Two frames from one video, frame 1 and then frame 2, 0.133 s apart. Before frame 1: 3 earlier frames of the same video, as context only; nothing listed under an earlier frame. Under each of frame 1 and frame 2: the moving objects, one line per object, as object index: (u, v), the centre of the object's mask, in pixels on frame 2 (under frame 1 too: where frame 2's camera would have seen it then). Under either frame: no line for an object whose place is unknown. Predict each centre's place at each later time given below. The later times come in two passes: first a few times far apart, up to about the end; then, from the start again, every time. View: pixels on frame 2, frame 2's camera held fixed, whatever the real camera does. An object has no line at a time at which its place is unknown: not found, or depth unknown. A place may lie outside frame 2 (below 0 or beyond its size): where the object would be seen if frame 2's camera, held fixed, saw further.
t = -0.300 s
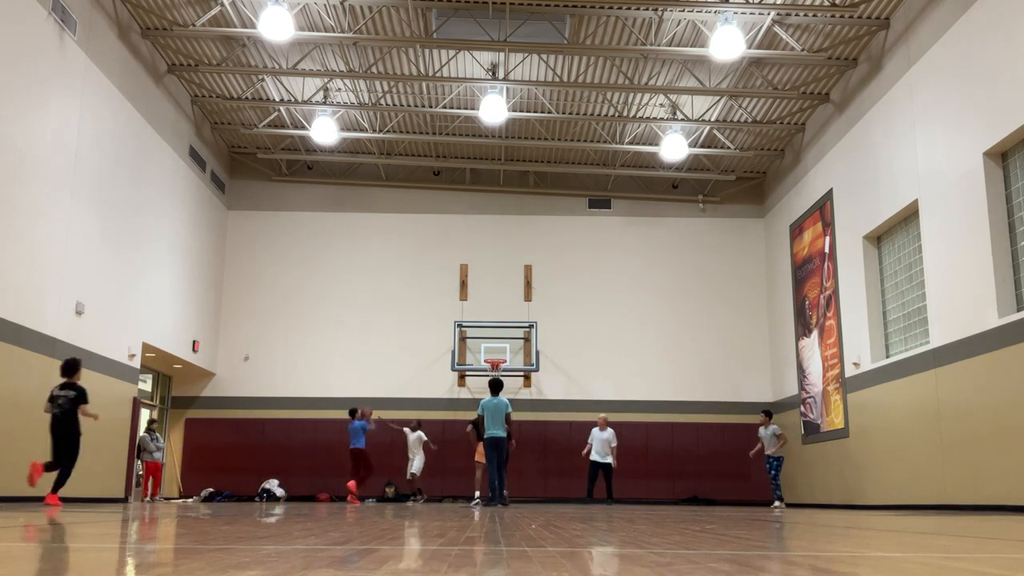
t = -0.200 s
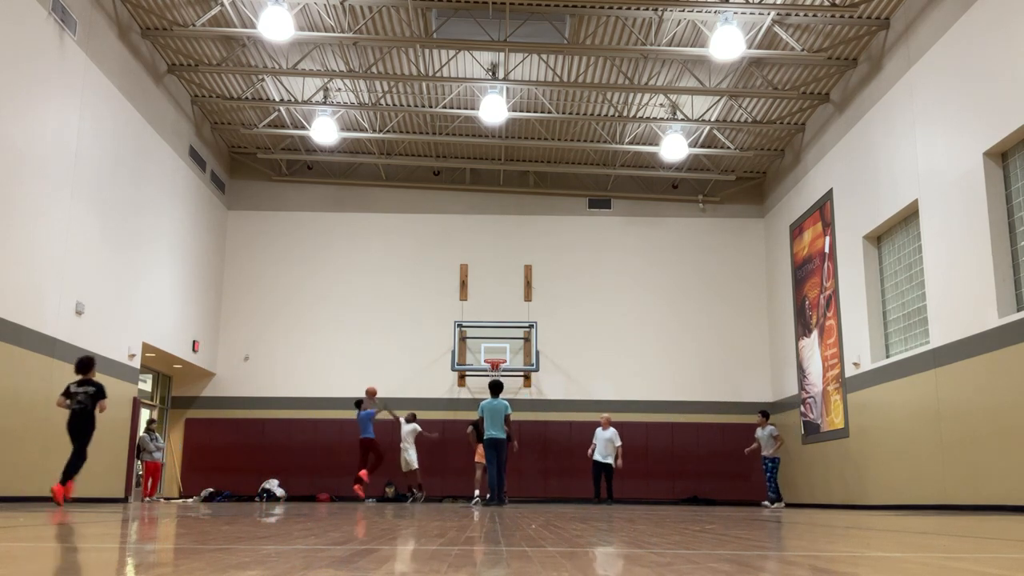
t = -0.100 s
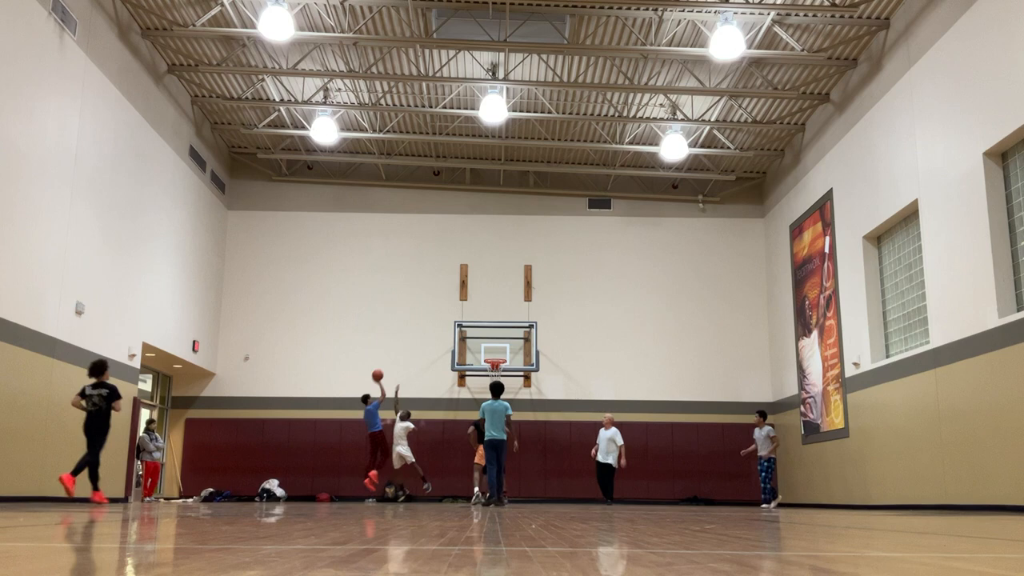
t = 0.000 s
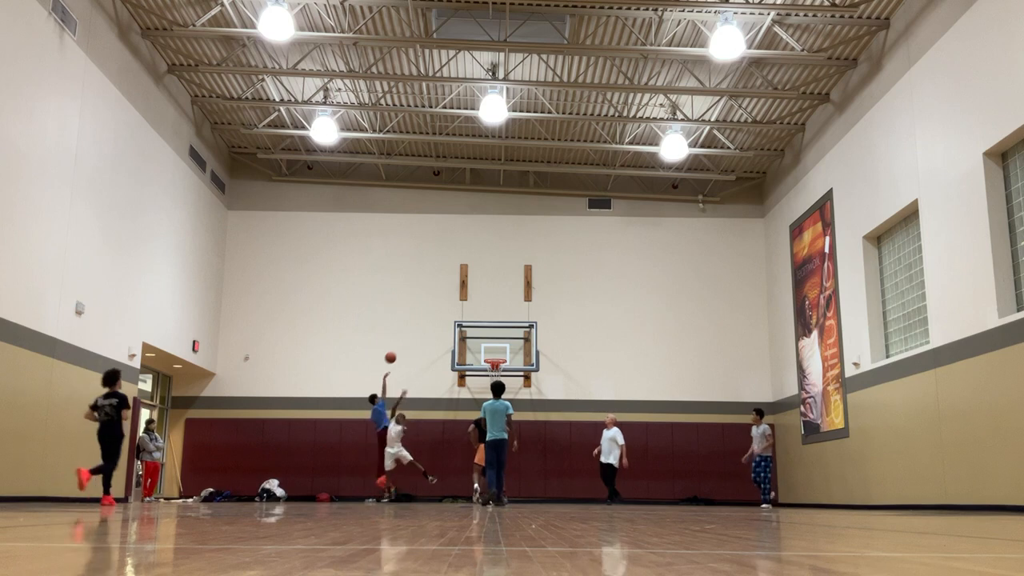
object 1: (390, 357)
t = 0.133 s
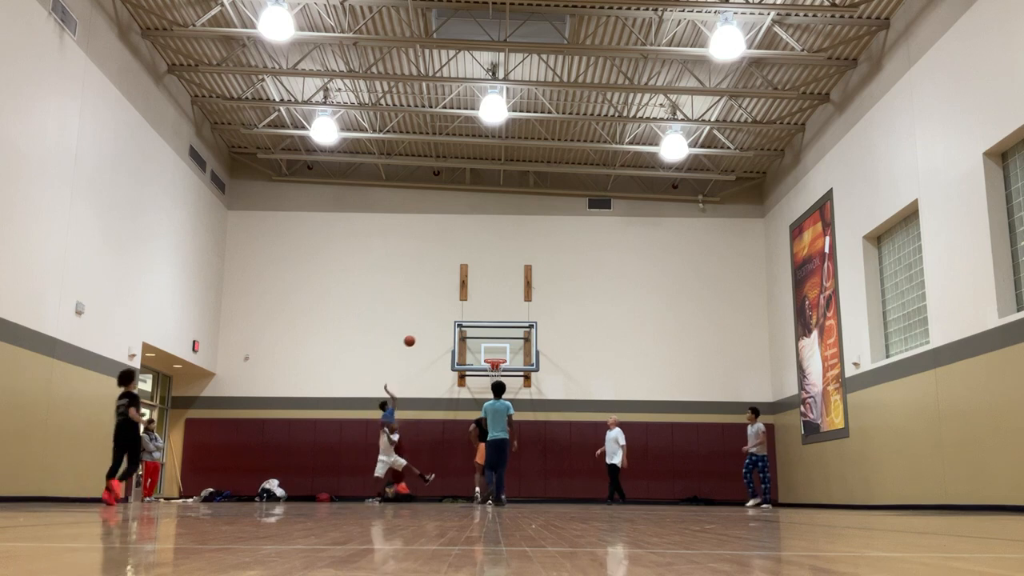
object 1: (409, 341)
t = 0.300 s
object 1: (432, 332)
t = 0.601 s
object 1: (471, 347)
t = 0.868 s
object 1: (453, 357)
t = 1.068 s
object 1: (423, 374)
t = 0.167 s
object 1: (414, 338)
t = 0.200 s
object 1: (418, 336)
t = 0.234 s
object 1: (423, 334)
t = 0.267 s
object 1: (427, 333)
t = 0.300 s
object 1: (432, 332)
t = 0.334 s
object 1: (436, 331)
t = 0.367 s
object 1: (441, 332)
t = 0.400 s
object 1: (445, 332)
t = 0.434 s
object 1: (449, 333)
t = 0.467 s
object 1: (453, 335)
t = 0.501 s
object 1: (458, 338)
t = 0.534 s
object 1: (463, 340)
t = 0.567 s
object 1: (467, 343)
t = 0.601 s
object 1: (471, 347)
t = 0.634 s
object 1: (475, 351)
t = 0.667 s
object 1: (479, 356)
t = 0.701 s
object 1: (478, 356)
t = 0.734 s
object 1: (473, 355)
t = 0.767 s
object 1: (468, 355)
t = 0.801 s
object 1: (463, 355)
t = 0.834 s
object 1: (458, 356)
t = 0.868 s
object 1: (453, 357)
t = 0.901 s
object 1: (447, 358)
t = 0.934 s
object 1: (443, 361)
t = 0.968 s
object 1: (438, 363)
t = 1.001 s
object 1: (433, 366)
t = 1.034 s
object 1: (428, 370)
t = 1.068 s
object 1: (423, 374)
